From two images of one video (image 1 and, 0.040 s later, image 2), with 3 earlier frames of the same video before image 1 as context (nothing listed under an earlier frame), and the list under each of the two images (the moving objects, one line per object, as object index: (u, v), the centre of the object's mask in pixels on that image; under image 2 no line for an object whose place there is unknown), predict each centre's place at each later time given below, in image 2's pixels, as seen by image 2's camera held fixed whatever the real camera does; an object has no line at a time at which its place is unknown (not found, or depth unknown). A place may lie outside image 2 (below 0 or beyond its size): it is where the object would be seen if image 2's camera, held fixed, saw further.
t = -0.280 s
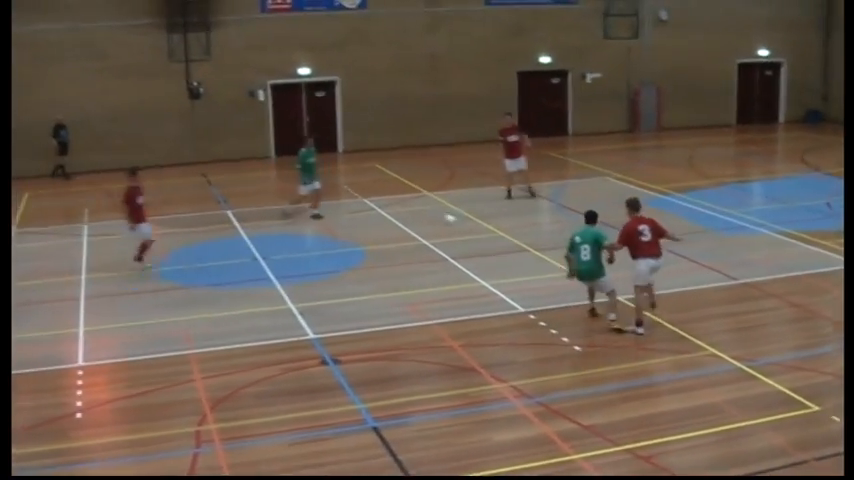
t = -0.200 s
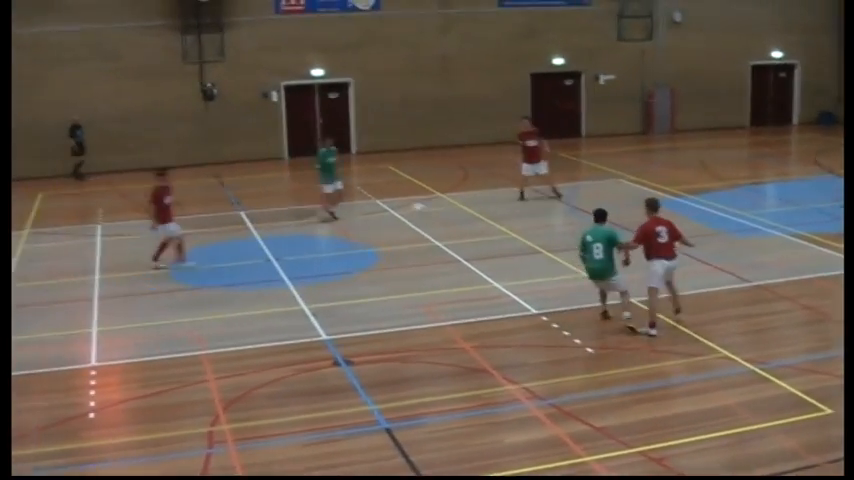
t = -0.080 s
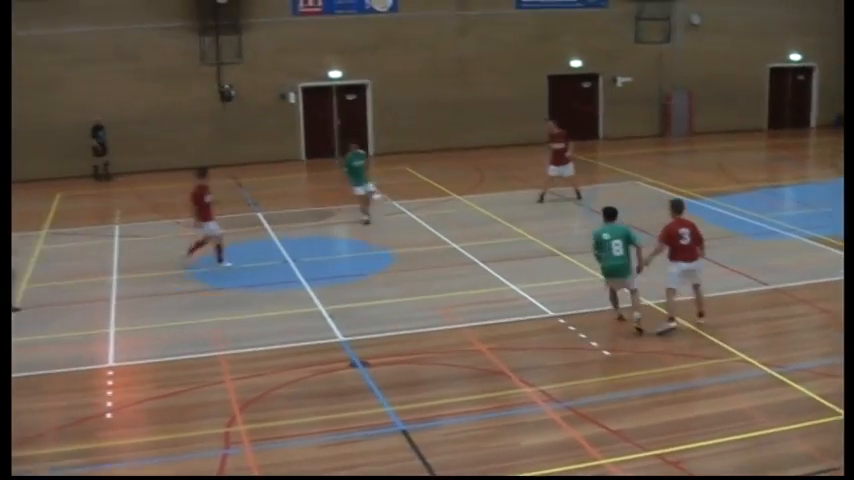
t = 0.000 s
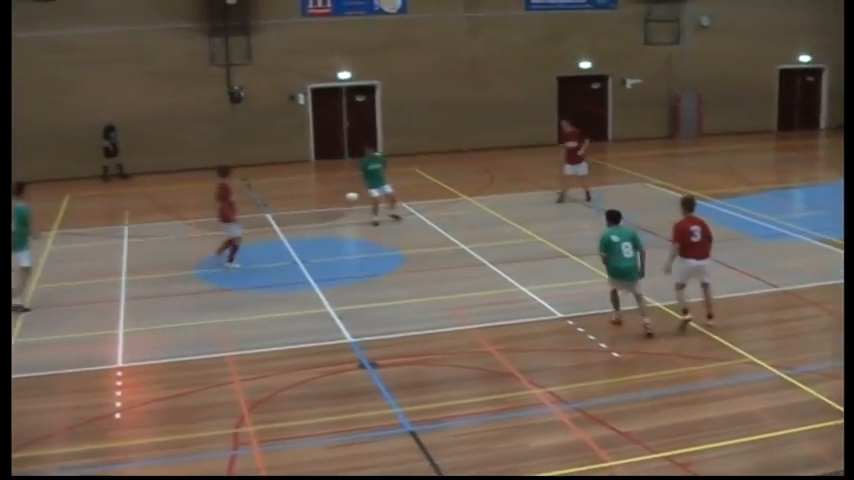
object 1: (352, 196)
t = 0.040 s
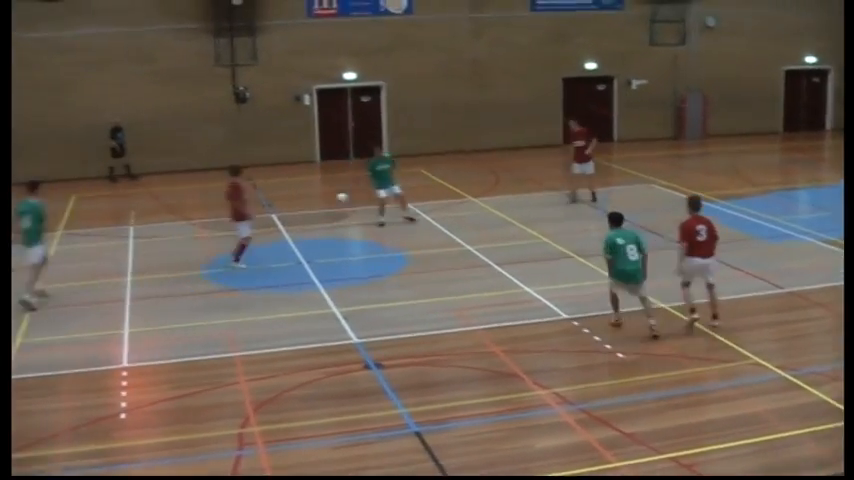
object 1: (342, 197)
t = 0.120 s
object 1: (314, 199)
